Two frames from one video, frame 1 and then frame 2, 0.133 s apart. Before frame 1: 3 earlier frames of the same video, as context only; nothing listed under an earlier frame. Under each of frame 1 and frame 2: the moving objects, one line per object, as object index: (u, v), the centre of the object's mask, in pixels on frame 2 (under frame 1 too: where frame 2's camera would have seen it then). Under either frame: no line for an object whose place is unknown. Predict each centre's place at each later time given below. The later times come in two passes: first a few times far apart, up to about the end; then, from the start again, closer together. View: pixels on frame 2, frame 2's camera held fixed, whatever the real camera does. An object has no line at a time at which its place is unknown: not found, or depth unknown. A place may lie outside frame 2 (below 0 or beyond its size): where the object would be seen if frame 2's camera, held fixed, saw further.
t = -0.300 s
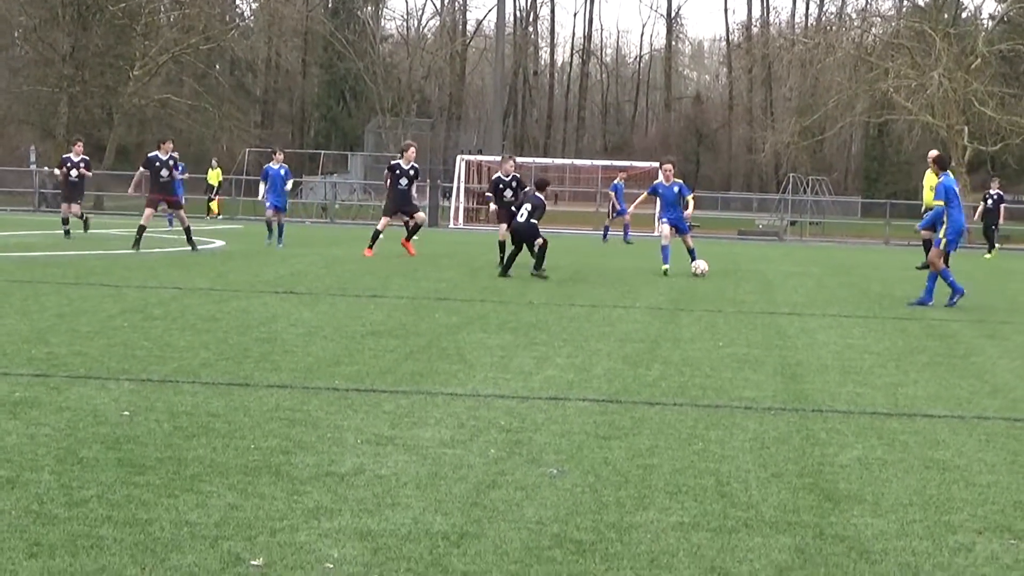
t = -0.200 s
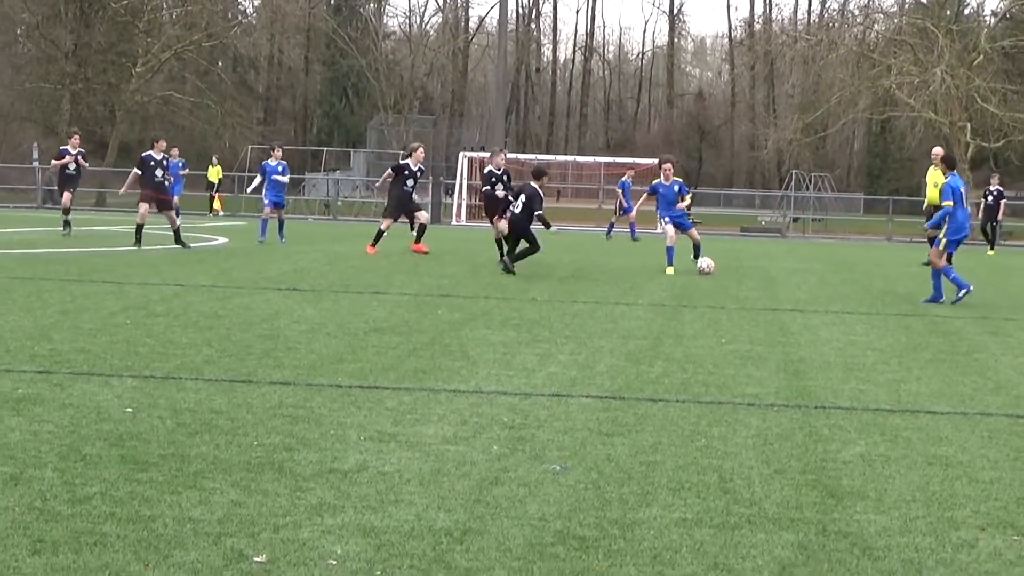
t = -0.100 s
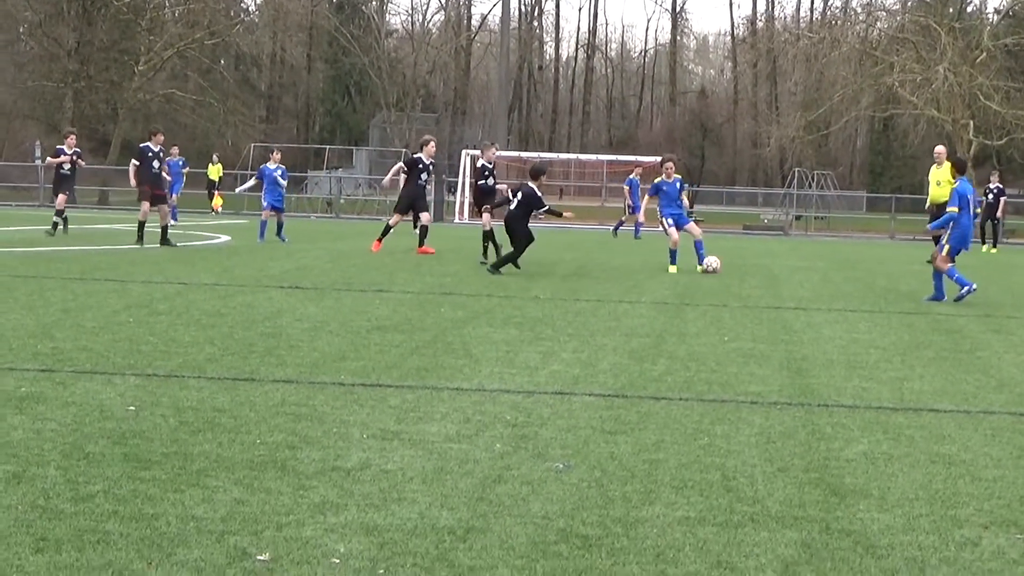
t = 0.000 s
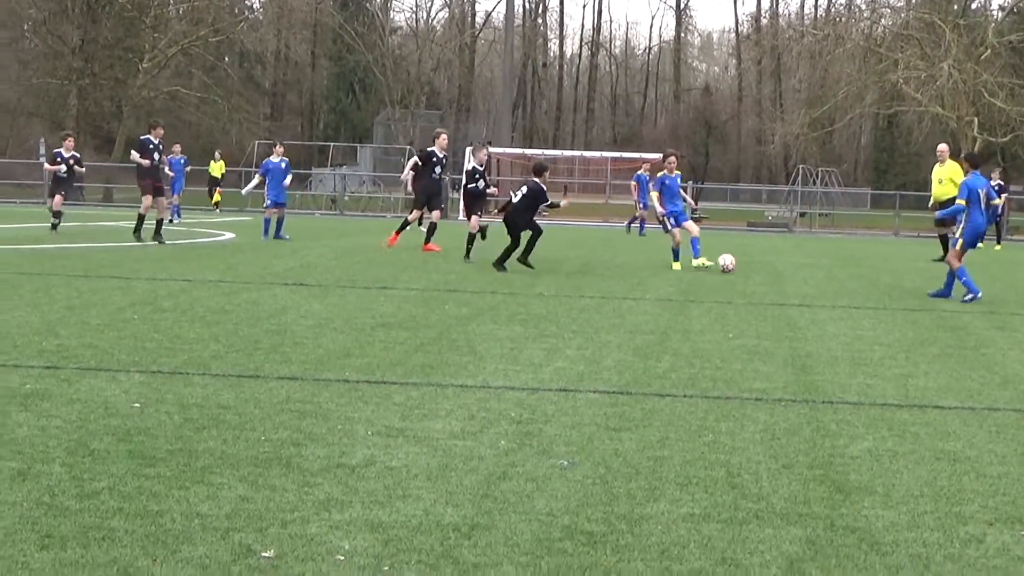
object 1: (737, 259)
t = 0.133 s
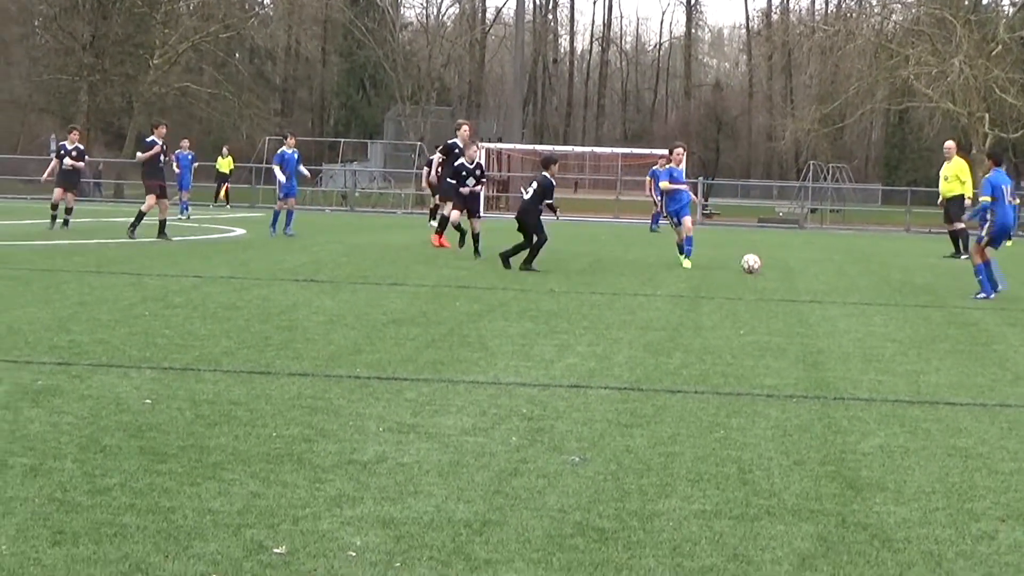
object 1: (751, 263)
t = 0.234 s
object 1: (761, 267)
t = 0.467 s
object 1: (782, 274)
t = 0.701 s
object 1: (801, 279)
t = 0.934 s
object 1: (819, 283)
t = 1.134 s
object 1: (834, 288)
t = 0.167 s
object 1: (754, 265)
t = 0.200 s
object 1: (757, 267)
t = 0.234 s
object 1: (761, 267)
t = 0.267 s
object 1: (764, 268)
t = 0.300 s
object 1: (767, 269)
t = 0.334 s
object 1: (770, 270)
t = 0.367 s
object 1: (774, 271)
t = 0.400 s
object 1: (776, 271)
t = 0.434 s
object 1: (780, 272)
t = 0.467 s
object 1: (782, 274)
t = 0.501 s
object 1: (785, 275)
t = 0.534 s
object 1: (787, 275)
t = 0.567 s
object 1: (790, 276)
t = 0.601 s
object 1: (793, 277)
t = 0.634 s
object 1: (796, 279)
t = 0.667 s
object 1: (798, 278)
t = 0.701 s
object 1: (801, 279)
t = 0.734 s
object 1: (803, 280)
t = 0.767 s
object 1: (806, 281)
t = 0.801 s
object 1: (809, 280)
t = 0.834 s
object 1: (811, 280)
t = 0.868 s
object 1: (814, 282)
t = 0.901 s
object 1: (816, 283)
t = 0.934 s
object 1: (819, 283)
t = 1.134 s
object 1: (834, 288)
